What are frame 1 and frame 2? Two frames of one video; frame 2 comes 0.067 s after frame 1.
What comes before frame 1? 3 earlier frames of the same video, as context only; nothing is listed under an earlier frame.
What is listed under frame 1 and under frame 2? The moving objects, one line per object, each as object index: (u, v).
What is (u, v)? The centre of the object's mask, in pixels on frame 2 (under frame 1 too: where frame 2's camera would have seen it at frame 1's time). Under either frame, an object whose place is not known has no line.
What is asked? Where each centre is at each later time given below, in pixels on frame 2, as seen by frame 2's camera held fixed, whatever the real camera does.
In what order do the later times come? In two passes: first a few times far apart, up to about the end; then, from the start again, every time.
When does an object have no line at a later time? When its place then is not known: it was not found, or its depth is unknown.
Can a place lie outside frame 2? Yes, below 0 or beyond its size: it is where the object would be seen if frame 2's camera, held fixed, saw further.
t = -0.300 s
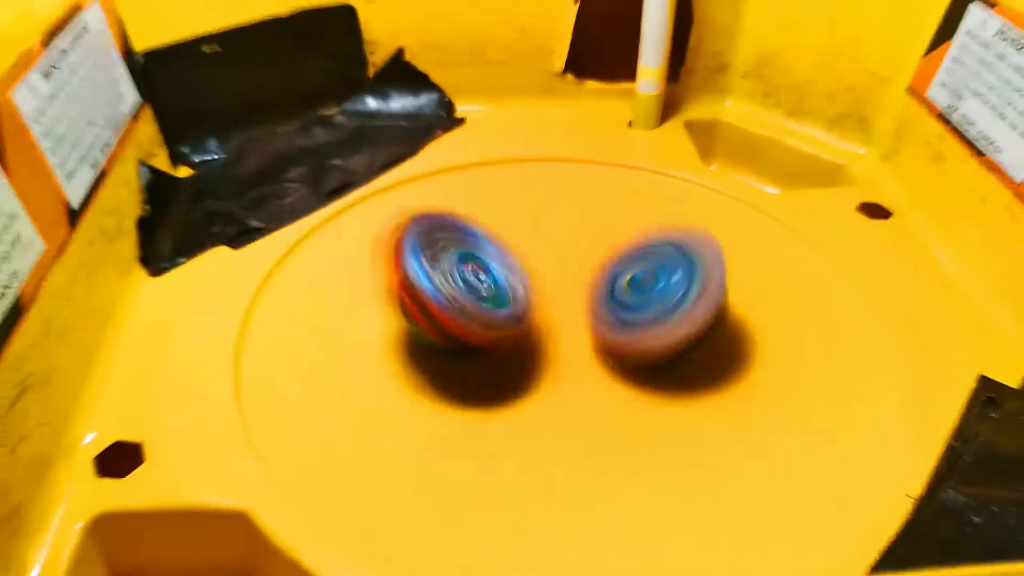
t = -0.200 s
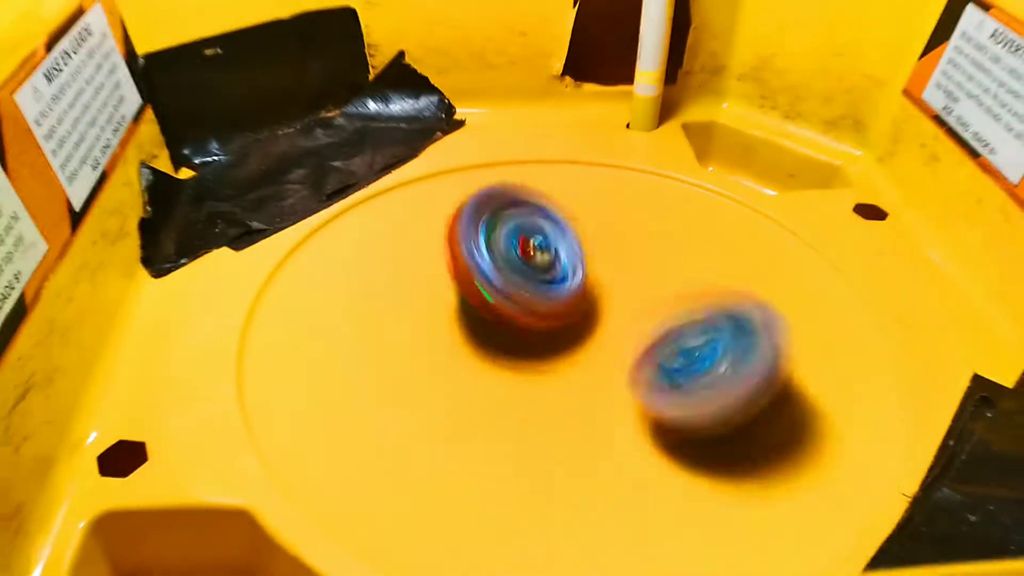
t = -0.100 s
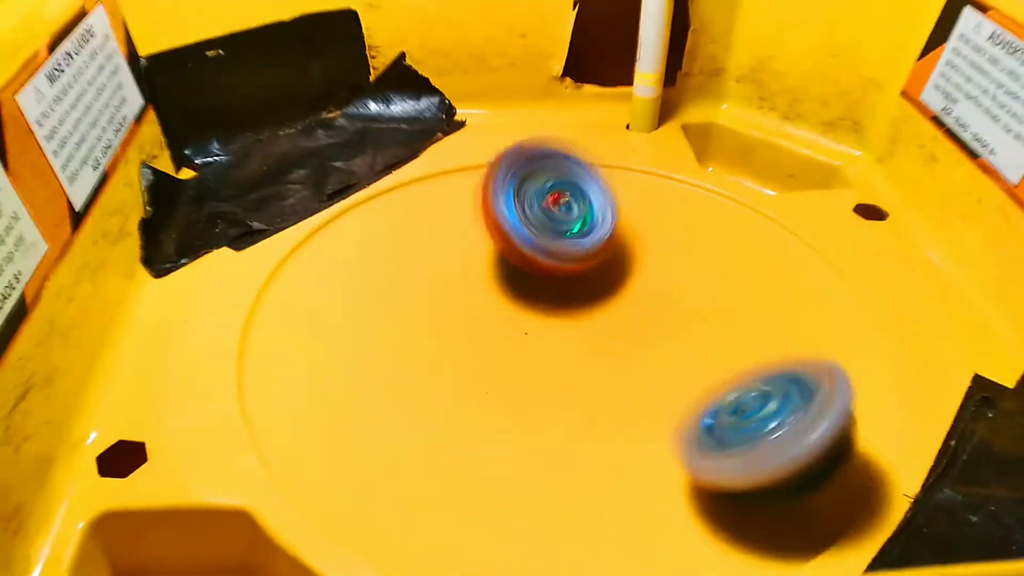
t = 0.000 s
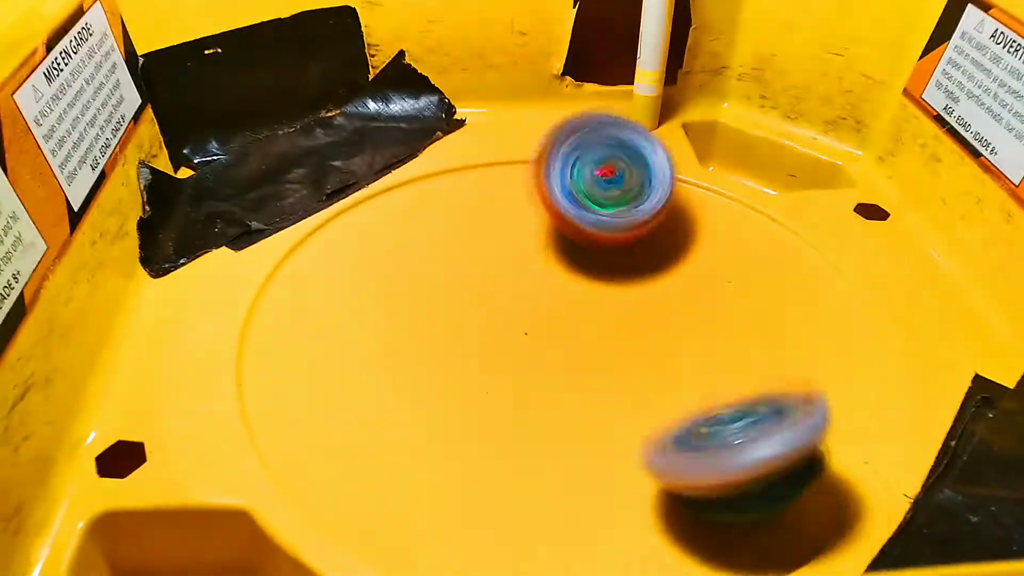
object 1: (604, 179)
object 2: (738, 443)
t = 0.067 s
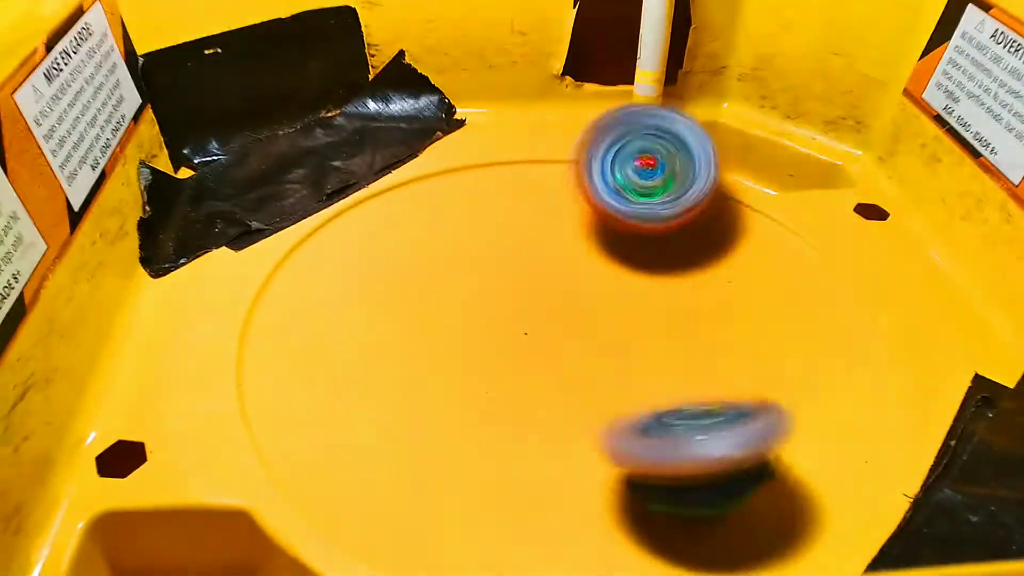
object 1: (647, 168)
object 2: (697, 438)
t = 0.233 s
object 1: (756, 193)
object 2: (538, 396)
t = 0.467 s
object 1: (854, 358)
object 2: (360, 282)
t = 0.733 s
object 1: (645, 460)
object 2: (372, 242)
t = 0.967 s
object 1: (460, 331)
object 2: (561, 256)
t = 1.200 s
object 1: (504, 219)
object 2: (780, 274)
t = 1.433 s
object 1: (606, 230)
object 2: (806, 338)
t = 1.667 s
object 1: (699, 295)
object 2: (602, 405)
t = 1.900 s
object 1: (666, 314)
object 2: (441, 421)
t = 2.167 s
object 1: (615, 276)
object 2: (452, 400)
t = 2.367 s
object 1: (614, 277)
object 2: (460, 324)
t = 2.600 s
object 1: (608, 292)
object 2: (448, 315)
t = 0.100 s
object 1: (668, 167)
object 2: (669, 435)
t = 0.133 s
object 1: (690, 167)
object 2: (637, 430)
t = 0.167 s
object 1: (713, 173)
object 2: (605, 419)
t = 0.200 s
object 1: (735, 181)
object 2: (571, 408)
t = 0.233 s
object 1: (756, 193)
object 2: (538, 396)
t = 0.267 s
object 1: (777, 211)
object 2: (507, 382)
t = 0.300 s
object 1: (795, 229)
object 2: (479, 366)
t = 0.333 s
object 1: (815, 250)
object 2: (449, 349)
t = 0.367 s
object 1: (829, 276)
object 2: (423, 333)
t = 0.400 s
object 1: (842, 303)
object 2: (398, 315)
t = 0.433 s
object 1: (852, 330)
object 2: (378, 299)
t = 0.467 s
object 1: (854, 358)
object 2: (360, 282)
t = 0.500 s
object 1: (844, 389)
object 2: (349, 269)
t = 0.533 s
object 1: (832, 410)
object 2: (337, 255)
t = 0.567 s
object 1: (813, 435)
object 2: (336, 246)
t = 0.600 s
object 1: (788, 450)
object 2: (336, 239)
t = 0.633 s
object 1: (756, 460)
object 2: (340, 235)
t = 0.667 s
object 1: (722, 464)
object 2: (347, 235)
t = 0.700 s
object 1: (684, 465)
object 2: (357, 239)
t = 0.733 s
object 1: (645, 460)
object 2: (372, 242)
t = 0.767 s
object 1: (606, 449)
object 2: (389, 244)
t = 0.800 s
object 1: (572, 436)
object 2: (410, 247)
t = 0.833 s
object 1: (539, 418)
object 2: (434, 248)
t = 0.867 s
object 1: (511, 397)
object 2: (462, 252)
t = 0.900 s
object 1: (488, 378)
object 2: (494, 250)
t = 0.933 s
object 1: (471, 352)
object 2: (526, 250)
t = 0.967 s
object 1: (460, 331)
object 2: (561, 256)
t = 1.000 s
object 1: (455, 309)
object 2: (596, 257)
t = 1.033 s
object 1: (455, 289)
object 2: (630, 258)
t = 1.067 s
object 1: (459, 268)
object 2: (664, 259)
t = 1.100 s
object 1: (466, 248)
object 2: (700, 259)
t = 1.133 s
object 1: (477, 237)
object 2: (732, 263)
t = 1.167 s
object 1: (489, 225)
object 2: (756, 266)
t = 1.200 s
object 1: (504, 219)
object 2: (780, 274)
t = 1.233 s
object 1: (517, 213)
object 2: (798, 280)
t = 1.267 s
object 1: (533, 212)
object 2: (812, 287)
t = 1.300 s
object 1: (545, 212)
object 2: (818, 298)
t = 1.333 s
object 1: (561, 213)
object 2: (823, 306)
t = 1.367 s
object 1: (575, 218)
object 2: (819, 317)
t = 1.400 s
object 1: (592, 223)
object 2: (813, 327)
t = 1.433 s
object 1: (606, 230)
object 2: (806, 338)
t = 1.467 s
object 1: (624, 241)
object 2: (788, 353)
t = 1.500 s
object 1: (639, 253)
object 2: (767, 361)
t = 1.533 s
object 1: (655, 267)
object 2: (747, 369)
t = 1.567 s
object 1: (668, 282)
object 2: (712, 376)
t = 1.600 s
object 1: (682, 287)
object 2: (680, 382)
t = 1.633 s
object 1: (694, 289)
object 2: (637, 398)
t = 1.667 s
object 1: (699, 295)
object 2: (602, 405)
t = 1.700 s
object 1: (697, 299)
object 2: (561, 409)
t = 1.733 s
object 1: (696, 303)
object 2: (529, 414)
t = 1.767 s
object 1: (692, 307)
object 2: (505, 416)
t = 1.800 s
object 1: (689, 309)
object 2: (483, 418)
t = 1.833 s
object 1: (684, 312)
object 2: (466, 420)
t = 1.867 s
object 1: (676, 314)
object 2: (449, 420)
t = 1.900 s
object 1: (666, 314)
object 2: (441, 421)
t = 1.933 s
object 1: (653, 313)
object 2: (438, 419)
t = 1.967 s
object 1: (642, 309)
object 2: (439, 421)
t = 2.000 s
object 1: (632, 304)
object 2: (439, 421)
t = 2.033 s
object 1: (623, 300)
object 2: (440, 419)
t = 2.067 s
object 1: (616, 291)
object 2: (443, 415)
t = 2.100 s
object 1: (613, 285)
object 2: (443, 411)
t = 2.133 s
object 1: (613, 280)
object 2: (444, 407)
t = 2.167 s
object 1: (615, 276)
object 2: (452, 400)
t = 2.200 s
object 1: (617, 274)
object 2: (458, 390)
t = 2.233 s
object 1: (618, 272)
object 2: (463, 378)
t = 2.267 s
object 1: (619, 274)
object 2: (468, 364)
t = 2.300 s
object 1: (619, 276)
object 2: (468, 350)
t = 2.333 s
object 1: (617, 277)
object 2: (465, 336)
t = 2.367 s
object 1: (614, 277)
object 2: (460, 324)
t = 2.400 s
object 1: (610, 277)
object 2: (455, 314)
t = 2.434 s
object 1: (606, 277)
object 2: (449, 308)
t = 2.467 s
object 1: (601, 278)
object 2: (446, 304)
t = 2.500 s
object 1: (600, 280)
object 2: (445, 305)
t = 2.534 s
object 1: (599, 283)
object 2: (447, 308)
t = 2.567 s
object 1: (603, 285)
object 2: (446, 312)
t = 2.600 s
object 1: (608, 292)
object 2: (448, 315)
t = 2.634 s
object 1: (610, 297)
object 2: (449, 318)
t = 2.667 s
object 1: (606, 301)
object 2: (449, 322)
